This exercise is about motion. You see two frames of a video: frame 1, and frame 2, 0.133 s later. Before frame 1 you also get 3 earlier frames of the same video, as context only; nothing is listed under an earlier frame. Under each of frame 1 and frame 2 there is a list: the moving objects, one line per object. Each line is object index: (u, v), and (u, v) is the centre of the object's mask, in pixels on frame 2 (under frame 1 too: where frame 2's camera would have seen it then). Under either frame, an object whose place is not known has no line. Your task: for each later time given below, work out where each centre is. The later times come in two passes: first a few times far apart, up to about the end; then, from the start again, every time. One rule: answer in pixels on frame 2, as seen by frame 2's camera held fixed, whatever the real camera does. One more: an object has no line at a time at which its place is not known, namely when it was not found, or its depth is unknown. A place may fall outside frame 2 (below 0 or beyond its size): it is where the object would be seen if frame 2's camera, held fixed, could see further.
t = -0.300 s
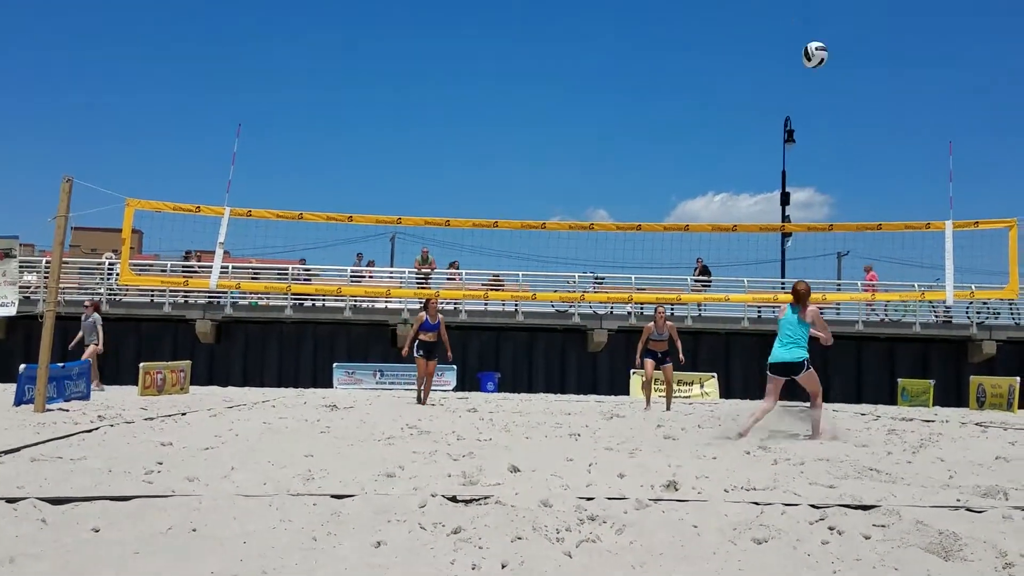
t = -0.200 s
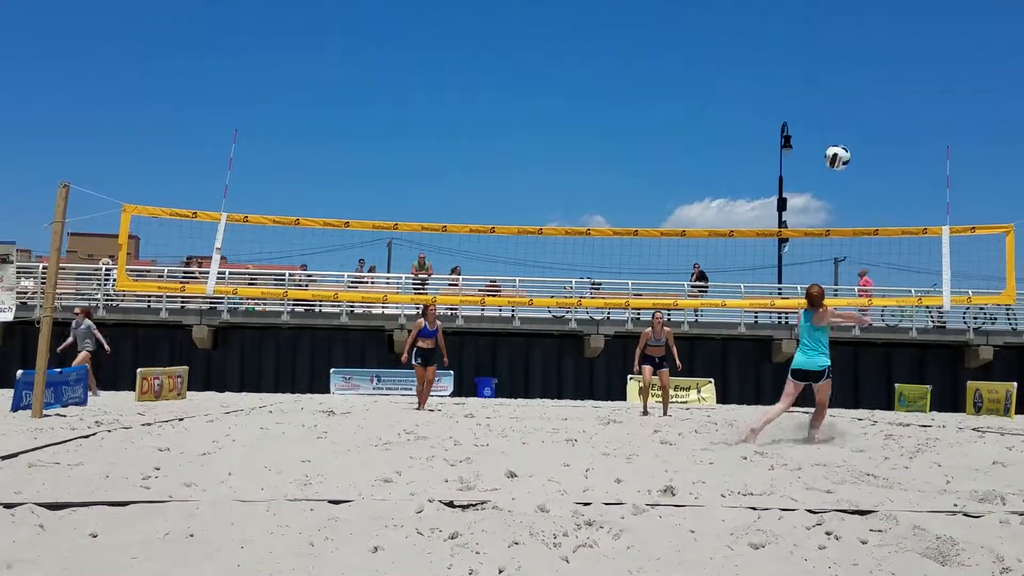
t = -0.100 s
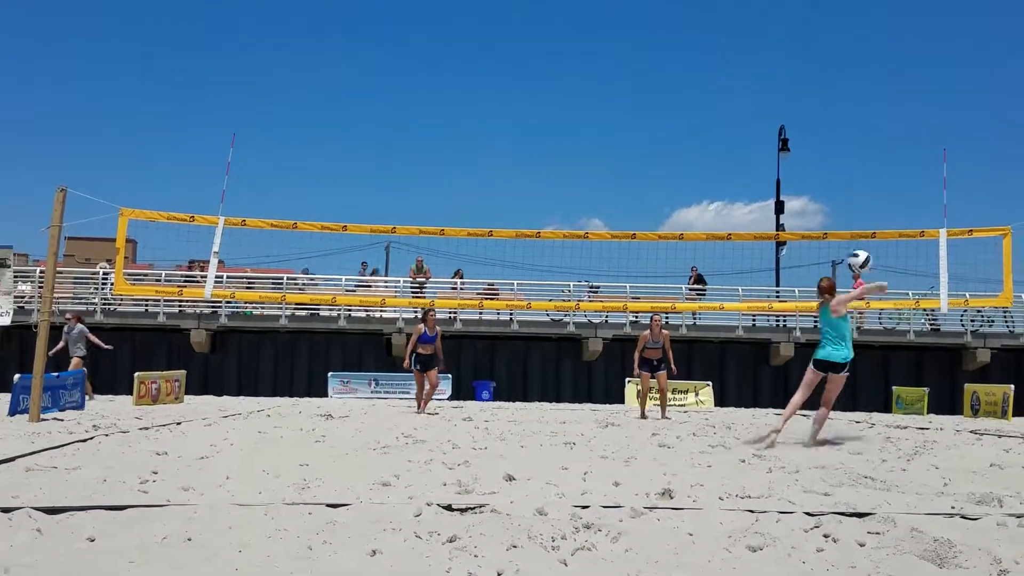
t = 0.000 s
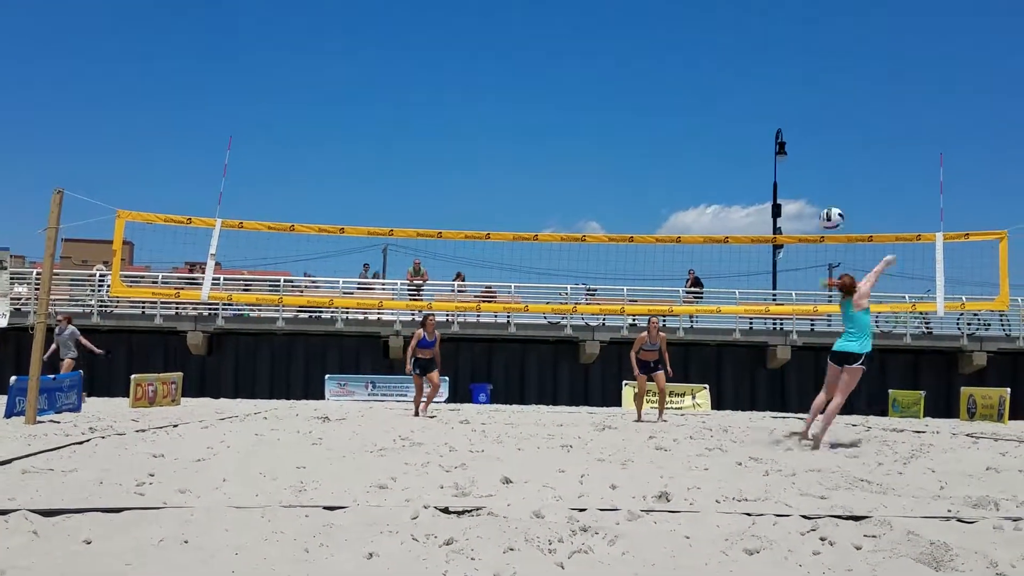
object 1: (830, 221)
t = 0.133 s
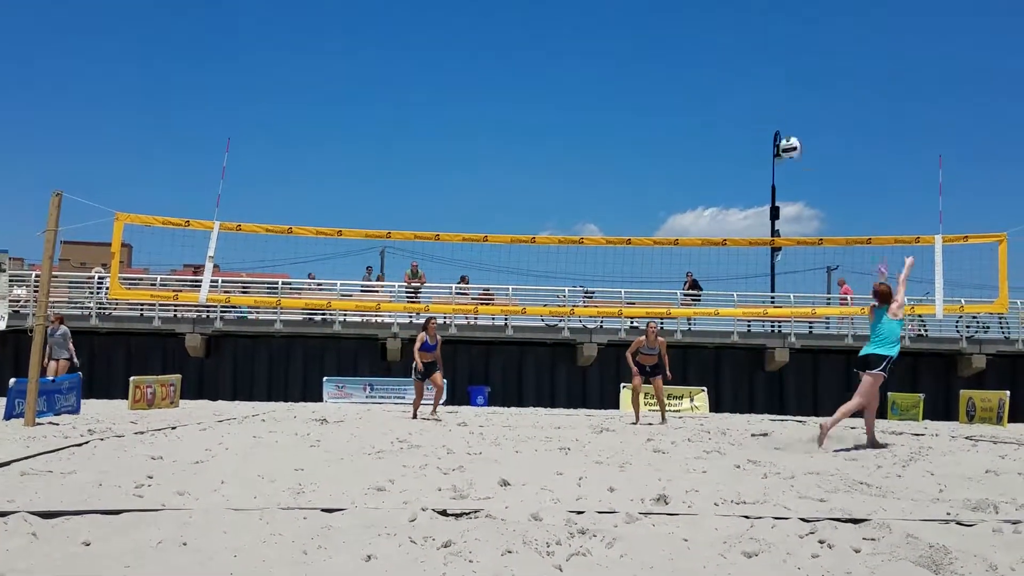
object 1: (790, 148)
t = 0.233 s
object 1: (763, 110)
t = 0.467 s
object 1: (709, 69)
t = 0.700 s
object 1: (666, 81)
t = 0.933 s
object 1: (630, 132)
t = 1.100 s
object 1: (607, 188)
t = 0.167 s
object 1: (781, 133)
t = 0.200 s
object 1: (771, 121)
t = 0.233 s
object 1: (763, 110)
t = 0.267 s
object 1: (755, 100)
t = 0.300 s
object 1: (747, 92)
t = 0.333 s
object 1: (739, 85)
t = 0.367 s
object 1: (731, 79)
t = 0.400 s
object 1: (724, 74)
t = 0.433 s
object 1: (716, 71)
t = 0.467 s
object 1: (709, 69)
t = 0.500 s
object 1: (702, 67)
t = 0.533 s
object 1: (696, 67)
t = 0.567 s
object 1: (690, 68)
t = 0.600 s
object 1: (684, 69)
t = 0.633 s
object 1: (678, 72)
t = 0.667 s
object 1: (672, 76)
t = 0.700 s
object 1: (666, 81)
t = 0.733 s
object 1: (660, 86)
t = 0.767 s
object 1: (655, 92)
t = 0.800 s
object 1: (649, 99)
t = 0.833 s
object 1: (644, 106)
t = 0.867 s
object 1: (639, 114)
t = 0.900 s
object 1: (634, 123)
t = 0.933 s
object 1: (630, 132)
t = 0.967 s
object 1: (625, 142)
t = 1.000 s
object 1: (621, 152)
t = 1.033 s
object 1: (617, 164)
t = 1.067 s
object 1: (612, 175)
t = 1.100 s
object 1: (607, 188)
